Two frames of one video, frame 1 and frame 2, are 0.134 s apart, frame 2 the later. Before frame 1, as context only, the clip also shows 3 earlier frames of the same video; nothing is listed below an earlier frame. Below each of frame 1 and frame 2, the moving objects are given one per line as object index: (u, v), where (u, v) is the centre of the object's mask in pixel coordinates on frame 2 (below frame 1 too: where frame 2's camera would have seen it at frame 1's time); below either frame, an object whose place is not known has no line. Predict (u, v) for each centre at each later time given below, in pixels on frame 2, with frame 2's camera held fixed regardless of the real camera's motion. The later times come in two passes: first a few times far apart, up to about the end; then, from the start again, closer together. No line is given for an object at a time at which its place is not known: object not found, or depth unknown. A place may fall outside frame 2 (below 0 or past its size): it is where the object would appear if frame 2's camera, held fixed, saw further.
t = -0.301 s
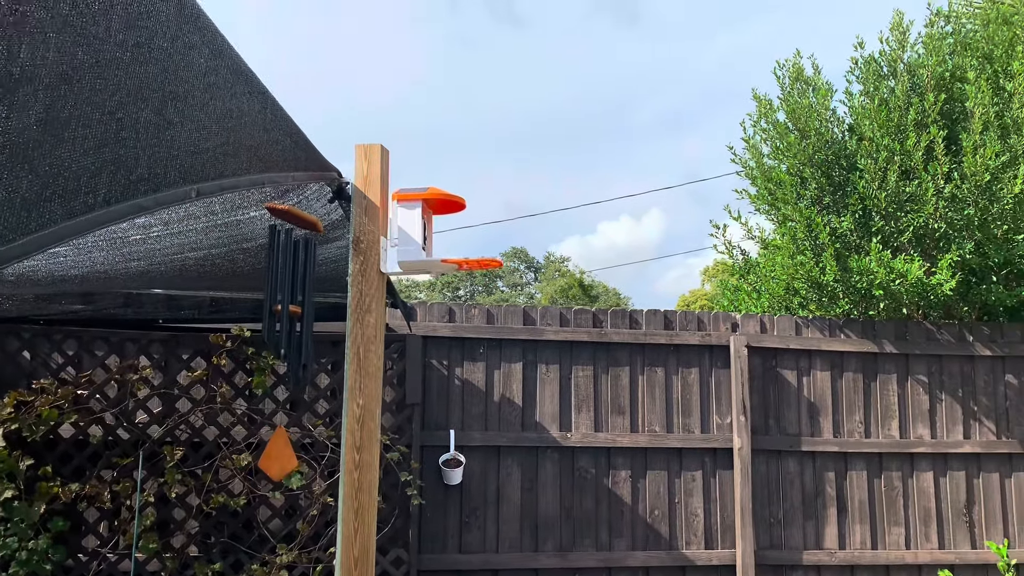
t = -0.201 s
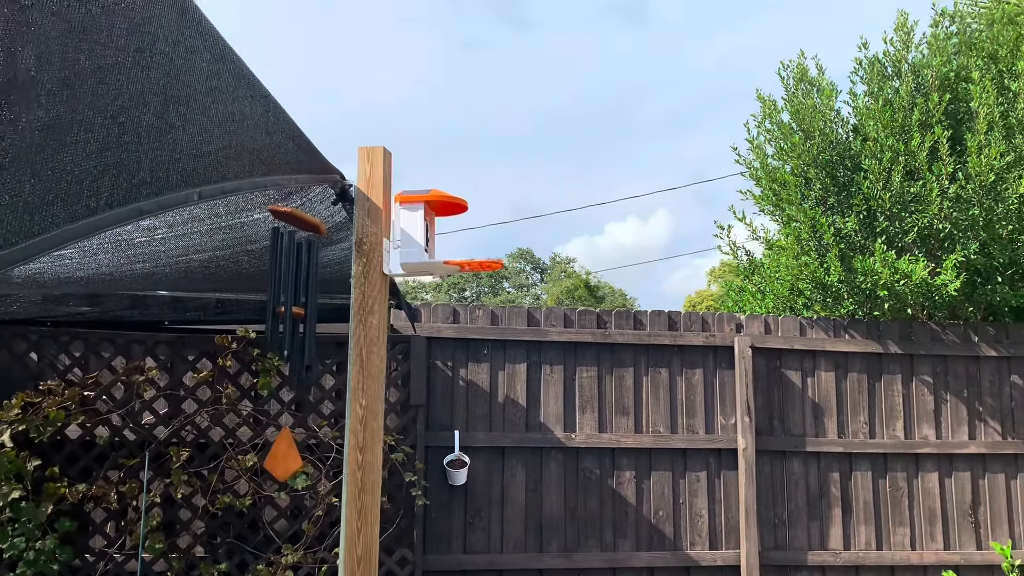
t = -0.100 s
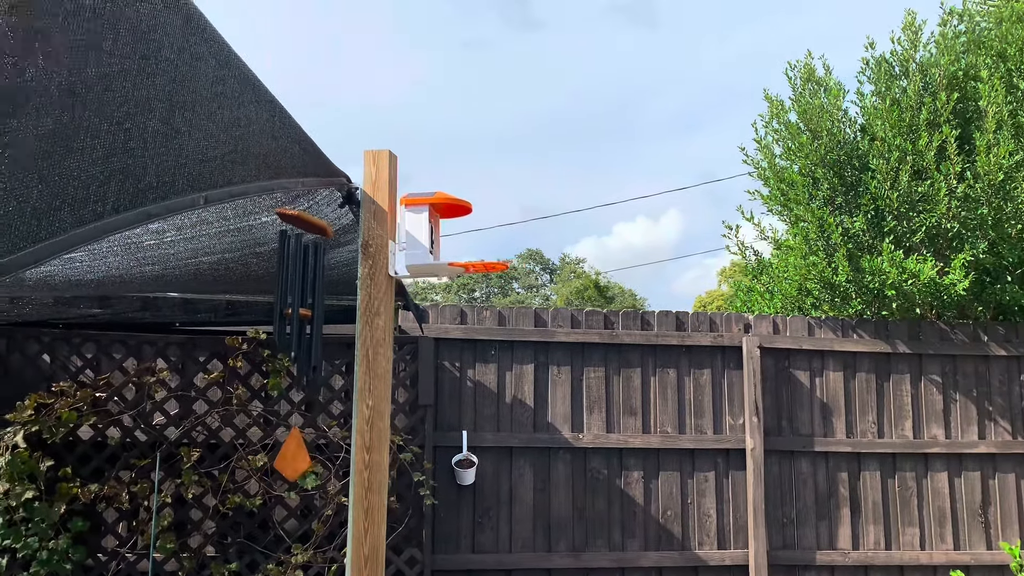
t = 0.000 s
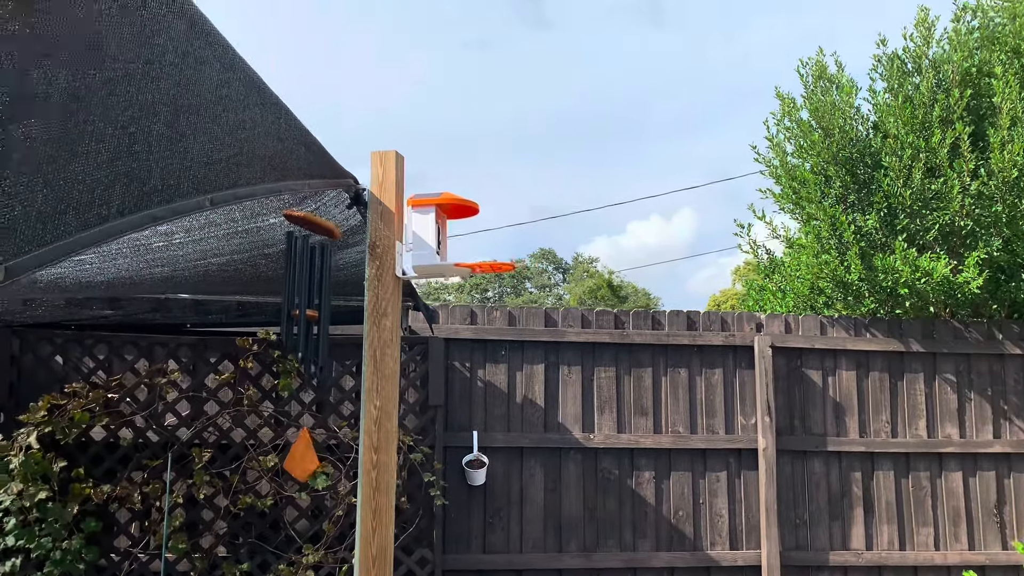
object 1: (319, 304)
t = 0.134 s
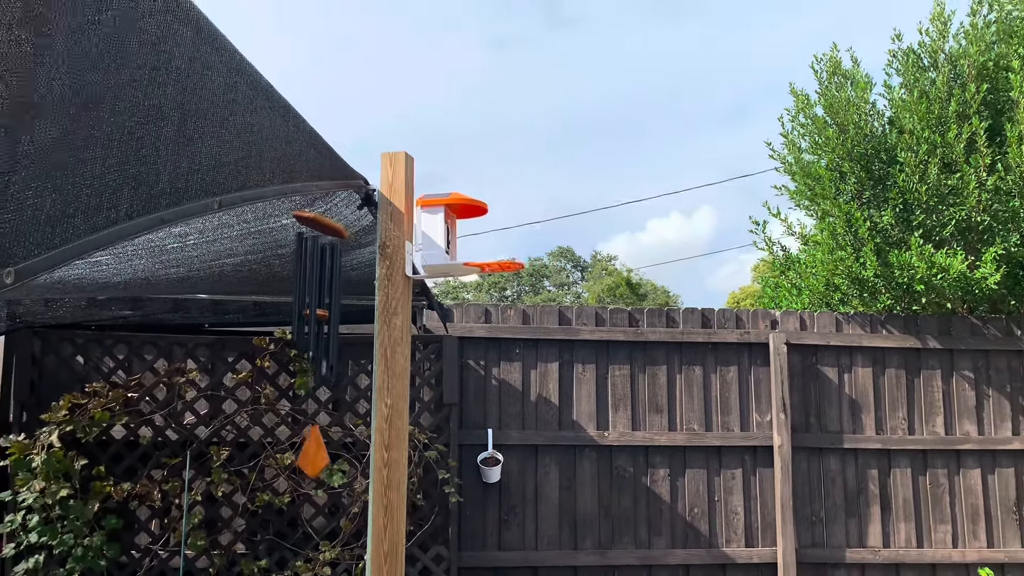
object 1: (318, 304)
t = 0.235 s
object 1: (317, 304)
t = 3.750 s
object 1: (316, 306)
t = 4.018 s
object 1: (316, 306)
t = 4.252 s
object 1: (317, 306)
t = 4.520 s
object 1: (319, 306)
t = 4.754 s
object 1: (320, 305)
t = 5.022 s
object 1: (319, 303)
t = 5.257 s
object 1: (319, 304)
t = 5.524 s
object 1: (321, 305)
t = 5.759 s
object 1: (321, 305)
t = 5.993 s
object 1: (322, 304)
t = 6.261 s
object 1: (319, 305)
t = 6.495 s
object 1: (313, 302)
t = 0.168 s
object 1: (317, 305)
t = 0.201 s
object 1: (317, 304)
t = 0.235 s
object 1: (317, 304)
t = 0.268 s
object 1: (317, 304)
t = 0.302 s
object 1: (317, 303)
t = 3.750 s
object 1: (316, 306)
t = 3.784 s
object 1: (316, 306)
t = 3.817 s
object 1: (316, 305)
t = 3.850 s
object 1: (315, 306)
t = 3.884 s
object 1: (316, 305)
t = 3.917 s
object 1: (316, 306)
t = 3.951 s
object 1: (316, 306)
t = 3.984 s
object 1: (316, 305)
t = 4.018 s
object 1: (316, 306)
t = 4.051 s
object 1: (316, 306)
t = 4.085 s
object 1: (316, 306)
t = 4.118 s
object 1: (316, 306)
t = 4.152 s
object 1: (316, 305)
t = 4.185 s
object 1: (316, 304)
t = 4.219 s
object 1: (316, 305)
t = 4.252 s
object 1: (317, 306)
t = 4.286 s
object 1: (317, 306)
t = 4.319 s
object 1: (317, 305)
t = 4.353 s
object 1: (317, 305)
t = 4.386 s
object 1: (317, 304)
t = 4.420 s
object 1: (318, 305)
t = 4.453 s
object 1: (318, 305)
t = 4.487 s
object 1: (319, 305)
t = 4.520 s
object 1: (319, 306)
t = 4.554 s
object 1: (319, 305)
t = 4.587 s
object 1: (319, 305)
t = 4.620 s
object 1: (319, 306)
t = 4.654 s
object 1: (319, 305)
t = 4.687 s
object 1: (319, 305)
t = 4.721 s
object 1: (320, 306)
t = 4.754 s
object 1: (320, 305)
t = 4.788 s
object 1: (320, 306)
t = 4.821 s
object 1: (320, 306)
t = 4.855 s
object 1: (320, 305)
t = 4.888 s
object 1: (319, 305)
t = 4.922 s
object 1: (319, 305)
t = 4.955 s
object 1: (319, 304)
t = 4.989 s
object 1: (319, 303)
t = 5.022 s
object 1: (319, 303)
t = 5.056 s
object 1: (319, 304)
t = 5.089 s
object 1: (319, 303)
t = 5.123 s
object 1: (320, 304)
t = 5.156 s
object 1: (320, 304)
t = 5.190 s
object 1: (320, 304)
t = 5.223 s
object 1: (320, 304)
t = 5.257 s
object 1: (319, 304)
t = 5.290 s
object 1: (320, 304)
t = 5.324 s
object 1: (320, 305)
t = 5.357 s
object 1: (320, 305)
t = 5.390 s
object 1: (320, 305)
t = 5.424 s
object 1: (320, 306)
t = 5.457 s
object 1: (320, 306)
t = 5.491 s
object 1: (321, 306)
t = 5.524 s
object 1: (321, 305)
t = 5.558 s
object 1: (321, 305)
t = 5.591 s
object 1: (321, 305)
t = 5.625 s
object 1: (321, 306)
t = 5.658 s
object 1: (321, 306)
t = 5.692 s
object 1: (321, 306)
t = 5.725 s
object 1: (321, 305)
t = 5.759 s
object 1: (321, 305)
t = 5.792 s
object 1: (322, 306)
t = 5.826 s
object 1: (321, 305)
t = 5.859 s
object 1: (322, 305)
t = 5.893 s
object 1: (322, 305)
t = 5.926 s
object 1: (322, 305)
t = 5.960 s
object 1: (322, 304)
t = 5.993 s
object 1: (322, 304)
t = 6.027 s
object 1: (322, 303)
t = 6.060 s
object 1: (322, 302)
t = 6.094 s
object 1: (321, 302)
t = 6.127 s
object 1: (321, 303)
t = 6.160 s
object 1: (320, 304)
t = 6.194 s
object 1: (320, 304)
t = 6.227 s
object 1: (319, 304)
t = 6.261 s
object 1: (319, 305)
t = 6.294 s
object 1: (318, 304)
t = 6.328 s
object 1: (318, 304)
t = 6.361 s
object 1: (317, 302)
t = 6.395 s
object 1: (316, 302)
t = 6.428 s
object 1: (316, 301)
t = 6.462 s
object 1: (315, 304)
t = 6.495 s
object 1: (313, 302)
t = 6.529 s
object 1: (313, 303)
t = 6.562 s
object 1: (311, 303)
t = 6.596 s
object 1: (310, 302)
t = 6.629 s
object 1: (309, 303)
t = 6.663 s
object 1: (309, 302)
